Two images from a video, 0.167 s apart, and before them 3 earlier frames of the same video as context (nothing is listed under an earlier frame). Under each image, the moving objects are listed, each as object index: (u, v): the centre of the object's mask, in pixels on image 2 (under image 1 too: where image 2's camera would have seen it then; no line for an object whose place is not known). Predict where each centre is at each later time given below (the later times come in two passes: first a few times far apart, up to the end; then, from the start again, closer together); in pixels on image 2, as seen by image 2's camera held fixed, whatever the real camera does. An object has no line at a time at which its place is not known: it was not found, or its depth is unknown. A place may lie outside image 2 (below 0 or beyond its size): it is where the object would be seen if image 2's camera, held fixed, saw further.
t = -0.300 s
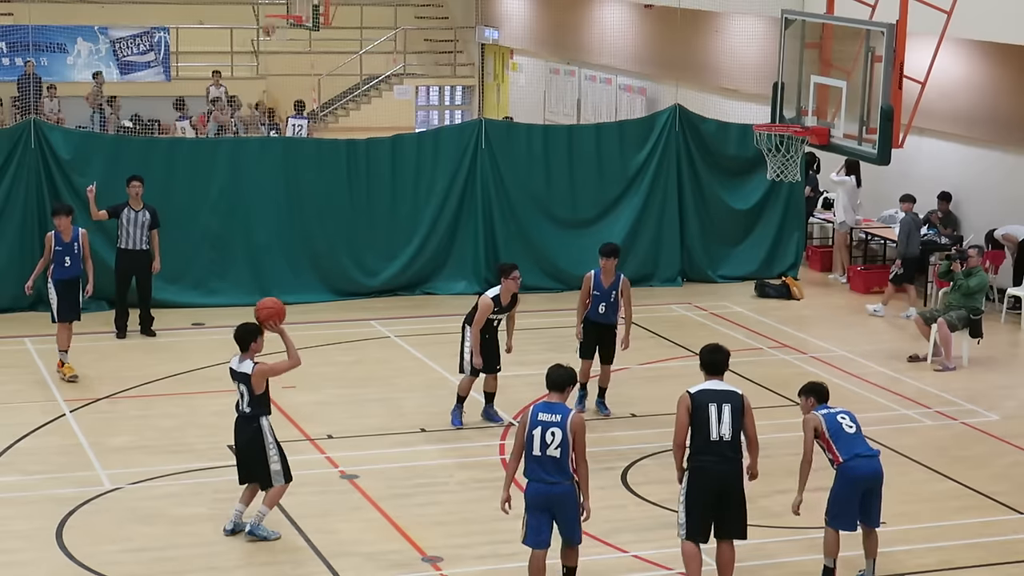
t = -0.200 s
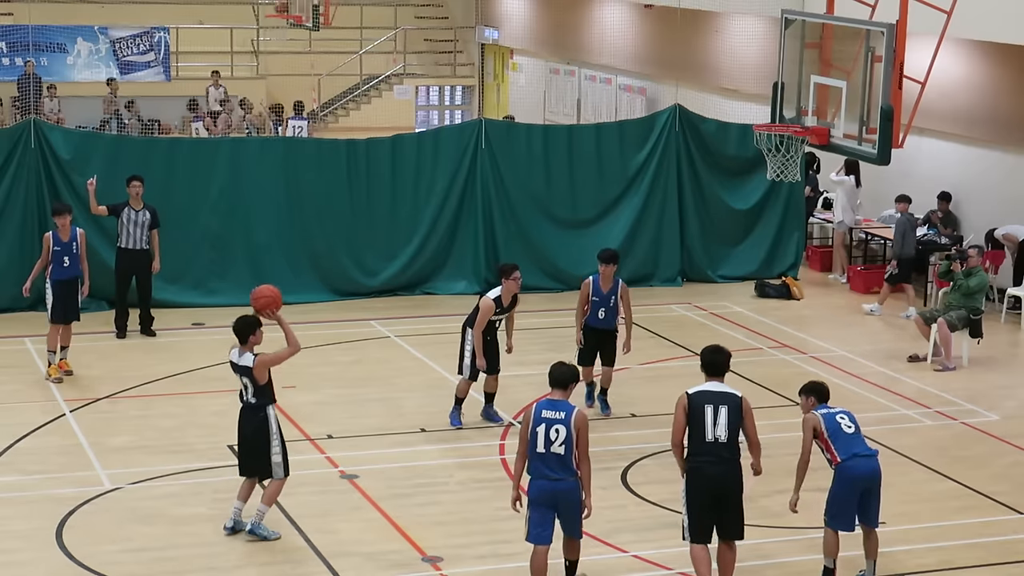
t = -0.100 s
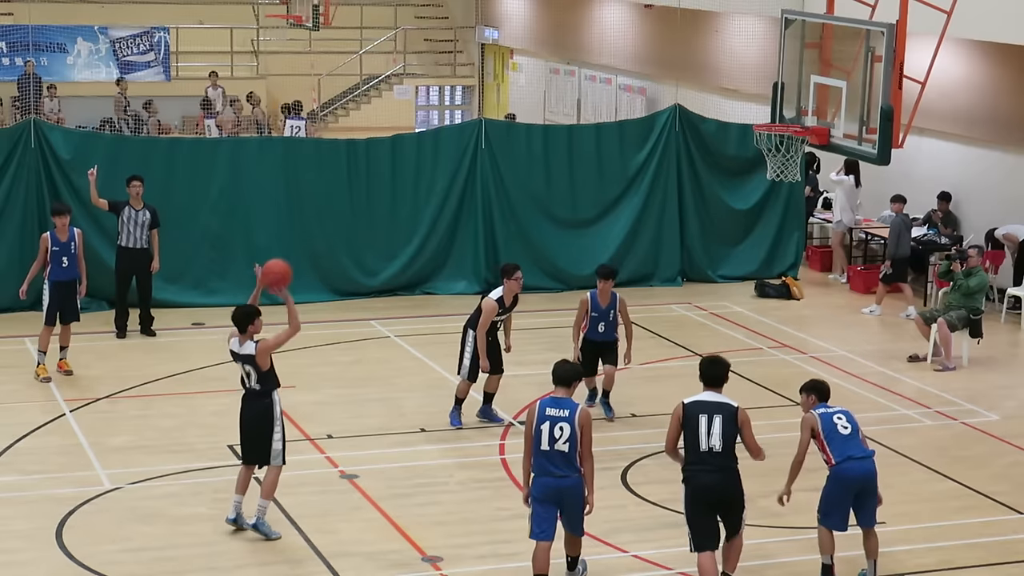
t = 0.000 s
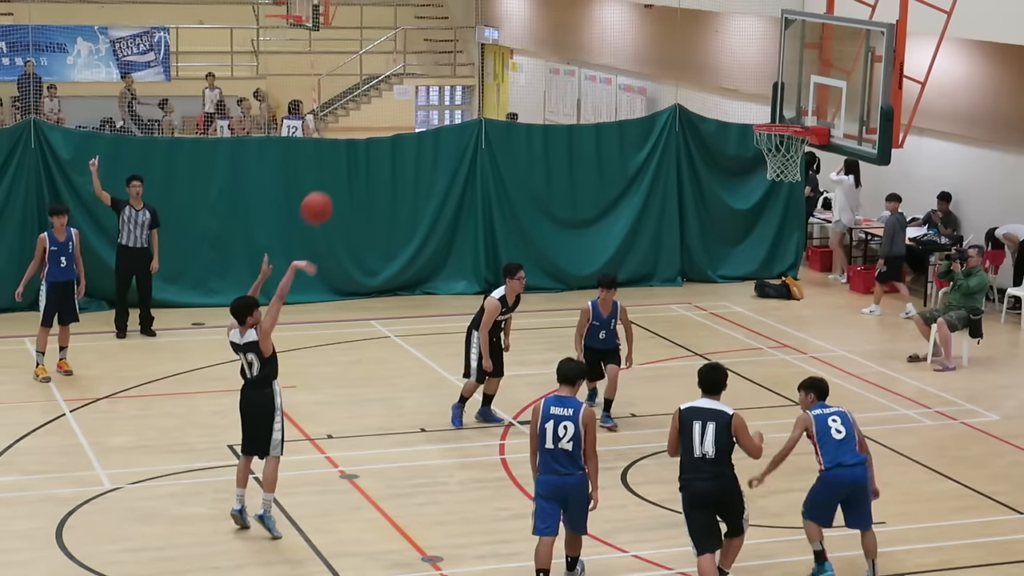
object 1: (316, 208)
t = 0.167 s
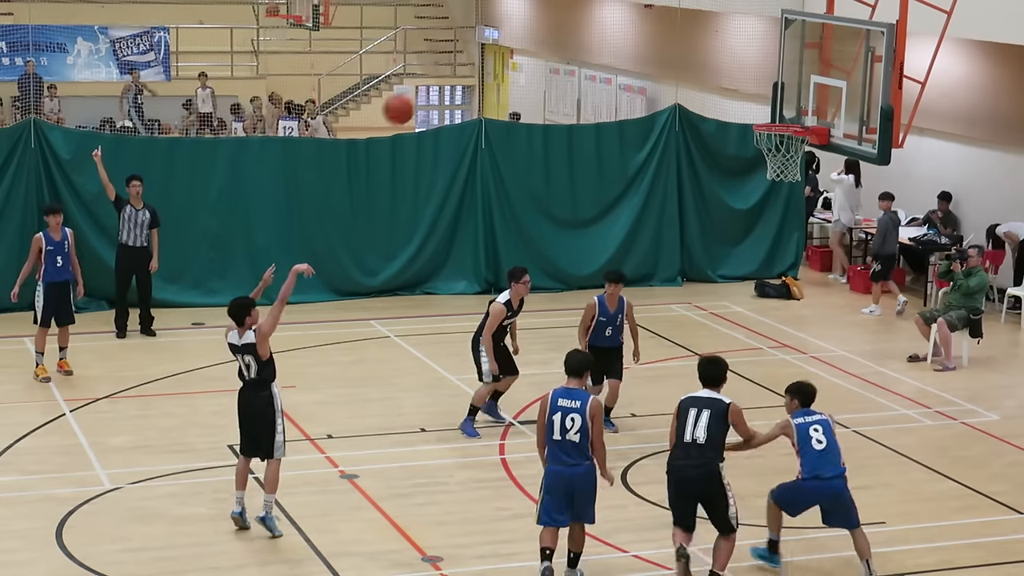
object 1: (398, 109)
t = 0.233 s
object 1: (431, 79)
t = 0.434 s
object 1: (524, 26)
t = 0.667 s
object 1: (626, 27)
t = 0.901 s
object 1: (721, 92)
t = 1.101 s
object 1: (682, 126)
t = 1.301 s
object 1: (579, 172)
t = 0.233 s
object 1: (431, 79)
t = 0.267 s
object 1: (446, 67)
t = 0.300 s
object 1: (462, 56)
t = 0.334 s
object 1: (477, 46)
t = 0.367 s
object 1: (492, 38)
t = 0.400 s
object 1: (509, 31)
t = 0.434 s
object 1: (524, 26)
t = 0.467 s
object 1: (539, 22)
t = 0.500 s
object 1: (554, 20)
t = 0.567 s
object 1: (582, 17)
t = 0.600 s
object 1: (597, 19)
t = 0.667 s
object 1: (626, 27)
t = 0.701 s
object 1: (640, 33)
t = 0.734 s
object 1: (654, 39)
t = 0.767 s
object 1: (668, 48)
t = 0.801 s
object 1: (681, 57)
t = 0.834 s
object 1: (695, 67)
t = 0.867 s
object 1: (708, 79)
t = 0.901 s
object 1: (721, 92)
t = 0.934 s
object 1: (734, 106)
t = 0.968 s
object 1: (746, 122)
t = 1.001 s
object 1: (731, 122)
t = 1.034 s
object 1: (715, 122)
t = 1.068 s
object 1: (698, 124)
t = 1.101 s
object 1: (682, 126)
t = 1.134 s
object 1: (665, 131)
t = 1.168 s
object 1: (648, 136)
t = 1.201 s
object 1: (631, 143)
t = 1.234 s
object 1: (613, 151)
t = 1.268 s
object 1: (596, 161)
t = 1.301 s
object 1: (579, 172)
